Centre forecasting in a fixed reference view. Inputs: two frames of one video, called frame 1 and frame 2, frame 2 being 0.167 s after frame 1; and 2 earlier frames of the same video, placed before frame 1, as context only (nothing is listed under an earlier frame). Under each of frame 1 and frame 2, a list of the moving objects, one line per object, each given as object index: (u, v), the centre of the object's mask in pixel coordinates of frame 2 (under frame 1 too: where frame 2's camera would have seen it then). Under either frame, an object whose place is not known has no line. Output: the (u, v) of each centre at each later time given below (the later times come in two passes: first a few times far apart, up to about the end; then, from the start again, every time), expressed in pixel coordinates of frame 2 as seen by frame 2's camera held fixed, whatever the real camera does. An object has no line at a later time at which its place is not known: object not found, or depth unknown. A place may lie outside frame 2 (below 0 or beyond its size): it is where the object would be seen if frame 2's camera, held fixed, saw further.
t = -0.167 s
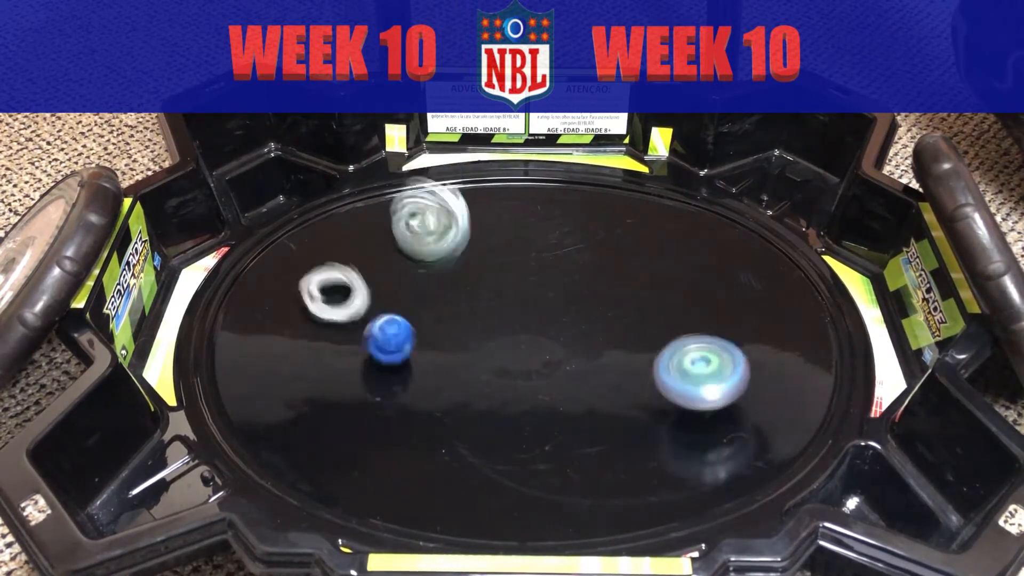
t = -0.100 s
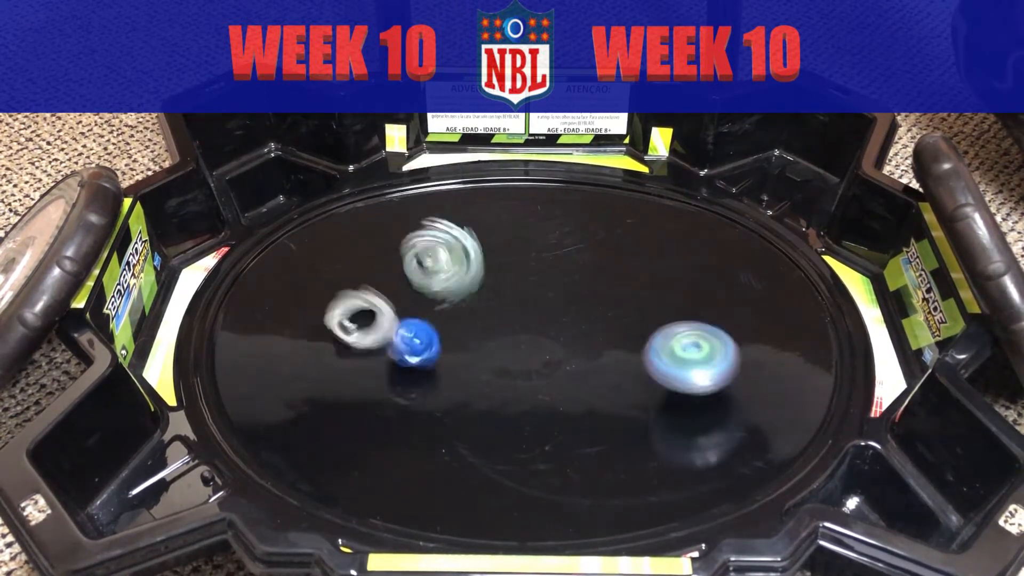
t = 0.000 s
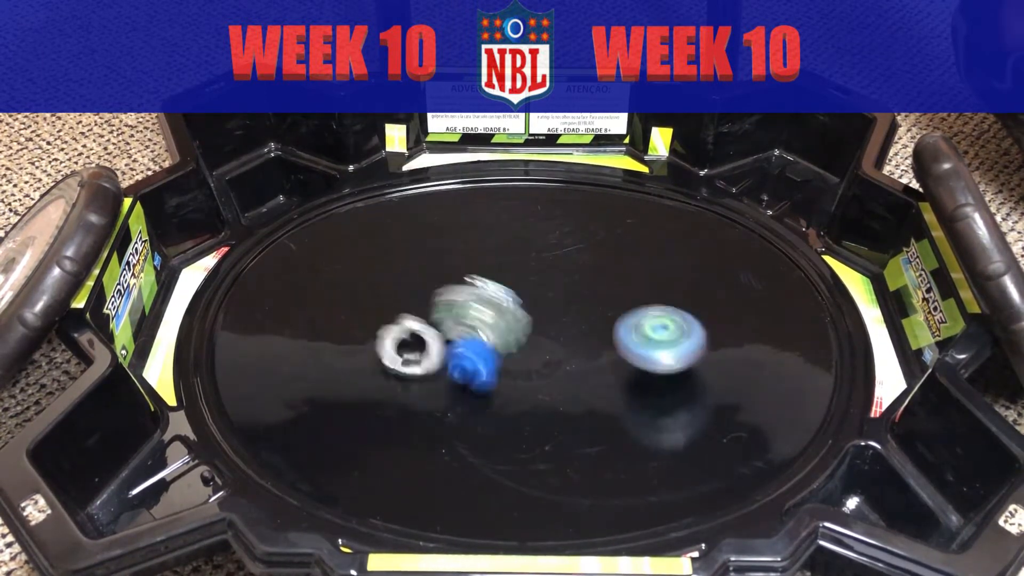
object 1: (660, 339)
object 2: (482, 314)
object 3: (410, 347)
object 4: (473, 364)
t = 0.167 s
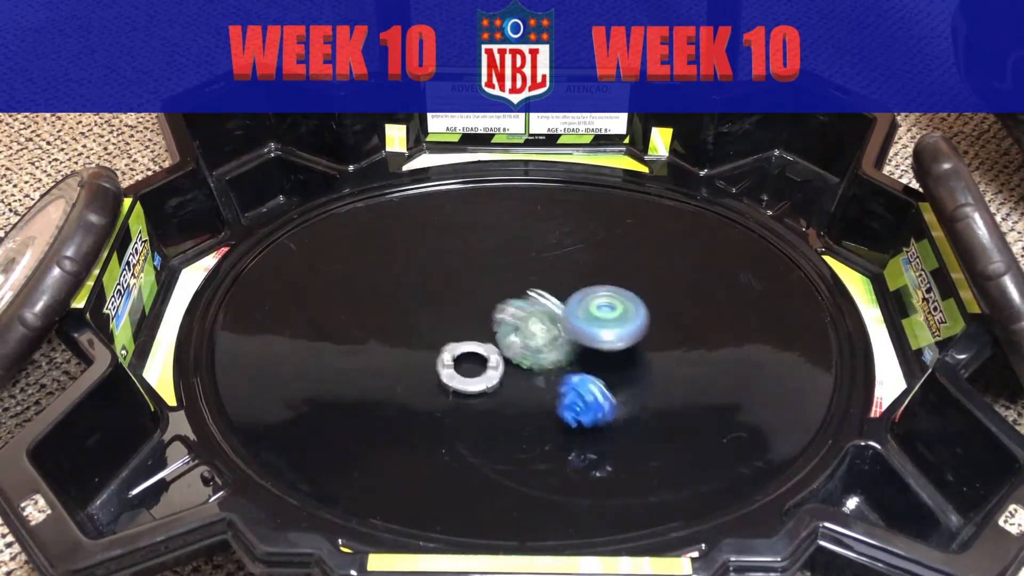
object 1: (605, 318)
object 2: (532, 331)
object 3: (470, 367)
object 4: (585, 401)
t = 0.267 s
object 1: (587, 315)
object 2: (494, 293)
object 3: (472, 368)
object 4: (634, 405)
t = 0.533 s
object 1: (509, 311)
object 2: (449, 276)
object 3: (472, 368)
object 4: (650, 391)
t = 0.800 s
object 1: (440, 322)
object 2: (453, 271)
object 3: (473, 373)
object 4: (615, 375)
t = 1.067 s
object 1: (423, 299)
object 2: (473, 271)
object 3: (455, 396)
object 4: (607, 371)
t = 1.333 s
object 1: (391, 336)
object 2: (772, 304)
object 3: (457, 395)
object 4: (599, 366)
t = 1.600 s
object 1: (454, 361)
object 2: (716, 345)
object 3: (495, 407)
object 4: (592, 365)
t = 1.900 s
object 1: (514, 350)
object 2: (703, 346)
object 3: (554, 411)
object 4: (591, 365)
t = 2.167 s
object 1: (517, 322)
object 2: (694, 347)
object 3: (564, 410)
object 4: (591, 362)
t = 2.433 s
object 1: (503, 304)
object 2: (694, 347)
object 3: (564, 410)
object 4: (591, 362)
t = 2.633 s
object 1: (487, 319)
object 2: (694, 347)
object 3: (564, 410)
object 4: (591, 362)
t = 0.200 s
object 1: (601, 317)
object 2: (524, 319)
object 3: (472, 368)
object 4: (602, 406)
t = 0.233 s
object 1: (595, 317)
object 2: (510, 303)
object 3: (472, 368)
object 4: (618, 407)
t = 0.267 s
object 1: (587, 315)
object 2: (494, 293)
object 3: (472, 368)
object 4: (634, 405)
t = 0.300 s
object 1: (577, 313)
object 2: (480, 285)
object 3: (472, 368)
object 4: (645, 407)
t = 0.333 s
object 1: (567, 312)
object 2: (468, 278)
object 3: (472, 368)
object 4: (652, 408)
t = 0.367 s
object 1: (556, 311)
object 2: (459, 276)
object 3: (472, 368)
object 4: (657, 410)
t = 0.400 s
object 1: (546, 310)
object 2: (453, 277)
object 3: (472, 368)
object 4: (659, 409)
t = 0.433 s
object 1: (537, 310)
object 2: (452, 278)
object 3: (472, 368)
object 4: (658, 406)
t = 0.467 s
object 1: (527, 310)
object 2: (452, 278)
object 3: (472, 368)
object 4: (655, 401)
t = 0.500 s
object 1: (518, 311)
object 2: (451, 277)
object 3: (472, 368)
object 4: (654, 396)
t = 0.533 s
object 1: (509, 311)
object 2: (449, 276)
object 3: (472, 368)
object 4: (650, 391)
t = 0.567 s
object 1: (500, 311)
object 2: (448, 275)
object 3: (472, 368)
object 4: (645, 387)
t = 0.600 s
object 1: (490, 312)
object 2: (447, 273)
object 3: (472, 369)
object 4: (638, 384)
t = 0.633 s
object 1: (481, 314)
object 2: (447, 271)
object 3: (472, 369)
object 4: (631, 382)
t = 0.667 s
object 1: (472, 314)
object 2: (447, 269)
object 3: (472, 371)
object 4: (626, 379)
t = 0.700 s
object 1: (464, 316)
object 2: (449, 268)
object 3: (472, 371)
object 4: (622, 377)
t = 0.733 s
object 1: (455, 317)
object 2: (451, 269)
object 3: (473, 372)
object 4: (618, 376)
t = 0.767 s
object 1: (447, 319)
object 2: (452, 269)
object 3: (473, 373)
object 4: (616, 375)
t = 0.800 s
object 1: (440, 322)
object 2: (453, 271)
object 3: (473, 373)
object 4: (615, 375)
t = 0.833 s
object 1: (437, 321)
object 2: (454, 271)
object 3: (470, 375)
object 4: (615, 375)
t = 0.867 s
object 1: (437, 317)
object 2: (455, 270)
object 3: (464, 383)
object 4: (614, 375)
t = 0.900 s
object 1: (437, 312)
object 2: (456, 268)
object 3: (459, 390)
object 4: (612, 374)
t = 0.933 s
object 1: (436, 310)
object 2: (458, 268)
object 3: (456, 394)
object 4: (610, 373)
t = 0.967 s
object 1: (433, 306)
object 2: (460, 268)
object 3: (454, 396)
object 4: (609, 372)
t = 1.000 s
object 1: (430, 303)
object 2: (462, 268)
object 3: (454, 396)
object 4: (608, 372)
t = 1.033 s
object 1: (427, 300)
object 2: (465, 270)
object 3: (455, 396)
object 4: (607, 371)
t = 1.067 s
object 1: (423, 299)
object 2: (473, 271)
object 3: (455, 396)
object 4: (607, 371)
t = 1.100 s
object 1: (409, 300)
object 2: (511, 272)
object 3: (455, 395)
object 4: (606, 370)
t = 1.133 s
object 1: (396, 303)
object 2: (574, 268)
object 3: (456, 395)
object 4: (605, 369)
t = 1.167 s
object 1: (387, 306)
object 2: (630, 263)
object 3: (456, 395)
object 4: (604, 368)
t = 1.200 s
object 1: (383, 311)
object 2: (682, 260)
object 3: (456, 395)
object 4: (603, 368)
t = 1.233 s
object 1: (382, 317)
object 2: (724, 257)
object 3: (456, 395)
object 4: (602, 367)
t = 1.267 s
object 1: (383, 323)
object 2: (749, 267)
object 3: (456, 395)
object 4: (601, 367)
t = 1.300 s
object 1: (387, 330)
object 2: (763, 286)
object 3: (456, 395)
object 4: (600, 366)
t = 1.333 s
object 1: (391, 336)
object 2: (772, 304)
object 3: (457, 395)
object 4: (599, 366)
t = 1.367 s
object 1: (398, 342)
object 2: (773, 317)
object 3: (457, 395)
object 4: (598, 365)
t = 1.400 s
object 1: (405, 347)
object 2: (768, 327)
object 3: (458, 395)
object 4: (597, 365)
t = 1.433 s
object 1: (413, 352)
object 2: (761, 333)
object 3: (460, 400)
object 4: (596, 364)
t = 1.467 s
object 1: (422, 356)
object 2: (752, 337)
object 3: (464, 401)
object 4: (594, 365)
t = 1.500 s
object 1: (428, 357)
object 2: (743, 341)
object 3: (472, 404)
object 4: (593, 365)
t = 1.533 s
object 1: (437, 359)
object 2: (732, 343)
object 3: (479, 405)
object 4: (593, 365)
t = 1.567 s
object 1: (445, 360)
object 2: (723, 344)
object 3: (487, 406)
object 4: (592, 365)
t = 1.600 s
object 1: (454, 361)
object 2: (716, 345)
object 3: (495, 407)
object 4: (592, 365)
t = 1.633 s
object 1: (462, 362)
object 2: (711, 345)
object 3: (503, 408)
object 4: (592, 365)
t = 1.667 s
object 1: (470, 362)
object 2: (708, 346)
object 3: (510, 409)
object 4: (592, 365)
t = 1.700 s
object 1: (478, 363)
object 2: (705, 346)
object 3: (517, 411)
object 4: (592, 365)
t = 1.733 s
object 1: (486, 363)
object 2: (704, 346)
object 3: (523, 412)
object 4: (592, 365)
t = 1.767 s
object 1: (494, 362)
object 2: (704, 346)
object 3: (528, 413)
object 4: (592, 365)
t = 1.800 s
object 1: (502, 362)
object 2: (704, 346)
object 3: (532, 413)
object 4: (592, 365)
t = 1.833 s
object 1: (509, 361)
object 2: (704, 346)
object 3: (535, 415)
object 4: (592, 365)
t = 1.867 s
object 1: (513, 355)
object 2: (704, 346)
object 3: (545, 409)
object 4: (592, 364)
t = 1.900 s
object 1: (514, 350)
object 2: (703, 346)
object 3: (554, 411)
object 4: (591, 365)
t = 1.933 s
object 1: (514, 346)
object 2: (701, 346)
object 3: (560, 414)
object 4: (590, 364)
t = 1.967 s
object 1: (515, 342)
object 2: (698, 346)
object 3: (564, 413)
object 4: (590, 364)
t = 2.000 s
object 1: (516, 339)
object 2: (696, 346)
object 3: (565, 412)
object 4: (590, 363)
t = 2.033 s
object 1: (517, 336)
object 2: (695, 347)
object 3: (564, 411)
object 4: (590, 362)
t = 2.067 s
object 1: (517, 332)
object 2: (694, 347)
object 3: (564, 411)
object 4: (591, 362)
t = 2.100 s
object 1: (517, 328)
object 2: (694, 347)
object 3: (564, 410)
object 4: (591, 362)
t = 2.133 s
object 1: (517, 325)
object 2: (694, 347)
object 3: (564, 410)
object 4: (591, 362)
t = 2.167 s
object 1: (517, 322)
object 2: (694, 347)
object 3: (564, 410)
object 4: (591, 362)
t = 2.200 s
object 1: (517, 319)
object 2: (694, 347)
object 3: (564, 410)
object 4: (591, 362)
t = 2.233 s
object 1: (516, 315)
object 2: (694, 347)
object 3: (564, 410)
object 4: (591, 362)
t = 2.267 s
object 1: (516, 312)
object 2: (694, 347)
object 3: (564, 410)
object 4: (591, 362)
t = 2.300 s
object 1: (515, 309)
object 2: (694, 347)
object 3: (564, 410)
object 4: (591, 362)
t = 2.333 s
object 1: (513, 307)
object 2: (694, 347)
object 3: (564, 410)
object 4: (591, 362)
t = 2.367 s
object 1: (510, 305)
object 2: (694, 347)
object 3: (564, 410)
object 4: (591, 362)
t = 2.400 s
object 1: (506, 304)
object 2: (694, 347)
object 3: (564, 410)
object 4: (591, 362)
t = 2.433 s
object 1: (503, 304)
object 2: (694, 347)
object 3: (564, 410)
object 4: (591, 362)
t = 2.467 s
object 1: (498, 304)
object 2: (694, 347)
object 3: (564, 410)
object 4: (591, 362)
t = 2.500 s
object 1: (495, 306)
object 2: (694, 347)
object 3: (564, 410)
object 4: (591, 362)
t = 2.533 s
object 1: (491, 309)
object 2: (694, 347)
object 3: (564, 410)
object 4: (591, 362)
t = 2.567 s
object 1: (489, 312)
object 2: (694, 347)
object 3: (564, 410)
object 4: (591, 362)
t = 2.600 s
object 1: (487, 316)
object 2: (694, 347)
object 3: (564, 410)
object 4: (591, 362)
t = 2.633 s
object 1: (487, 319)
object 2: (694, 347)
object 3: (564, 410)
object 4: (591, 362)
